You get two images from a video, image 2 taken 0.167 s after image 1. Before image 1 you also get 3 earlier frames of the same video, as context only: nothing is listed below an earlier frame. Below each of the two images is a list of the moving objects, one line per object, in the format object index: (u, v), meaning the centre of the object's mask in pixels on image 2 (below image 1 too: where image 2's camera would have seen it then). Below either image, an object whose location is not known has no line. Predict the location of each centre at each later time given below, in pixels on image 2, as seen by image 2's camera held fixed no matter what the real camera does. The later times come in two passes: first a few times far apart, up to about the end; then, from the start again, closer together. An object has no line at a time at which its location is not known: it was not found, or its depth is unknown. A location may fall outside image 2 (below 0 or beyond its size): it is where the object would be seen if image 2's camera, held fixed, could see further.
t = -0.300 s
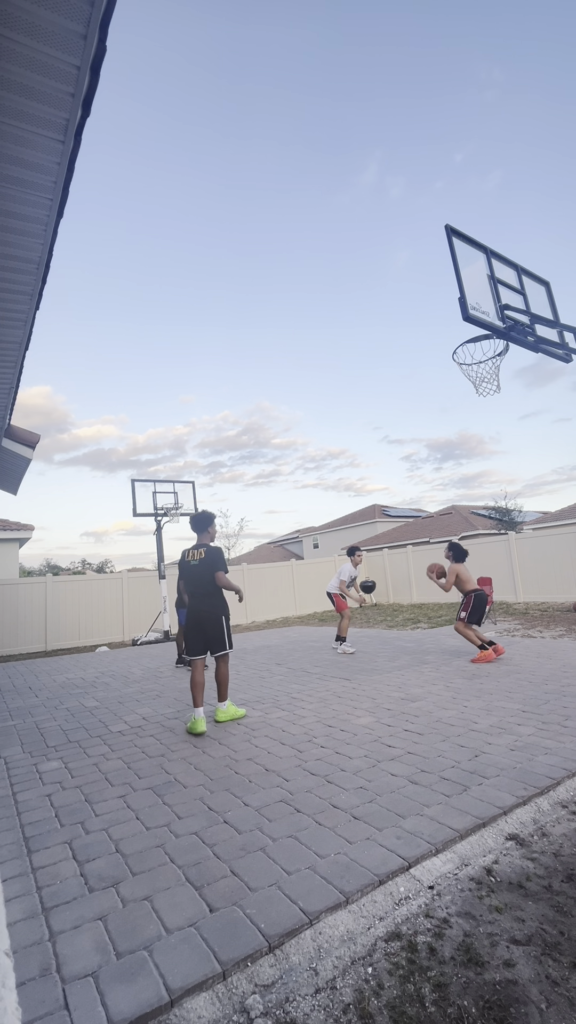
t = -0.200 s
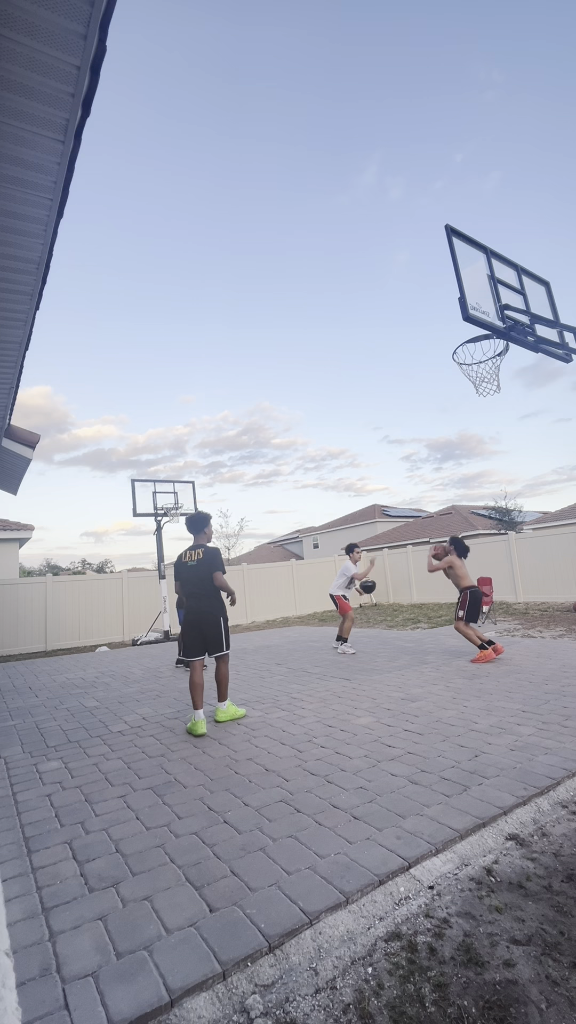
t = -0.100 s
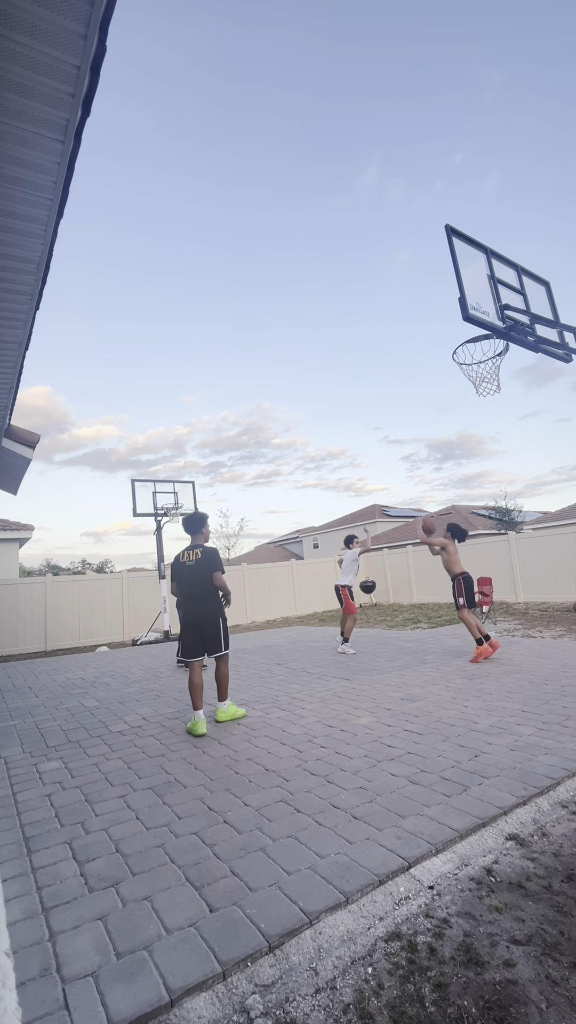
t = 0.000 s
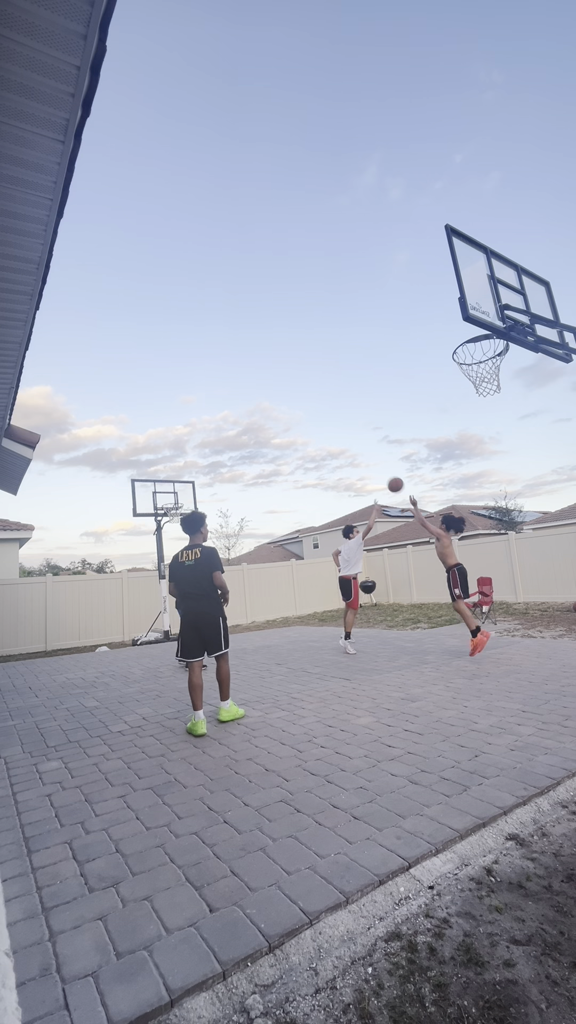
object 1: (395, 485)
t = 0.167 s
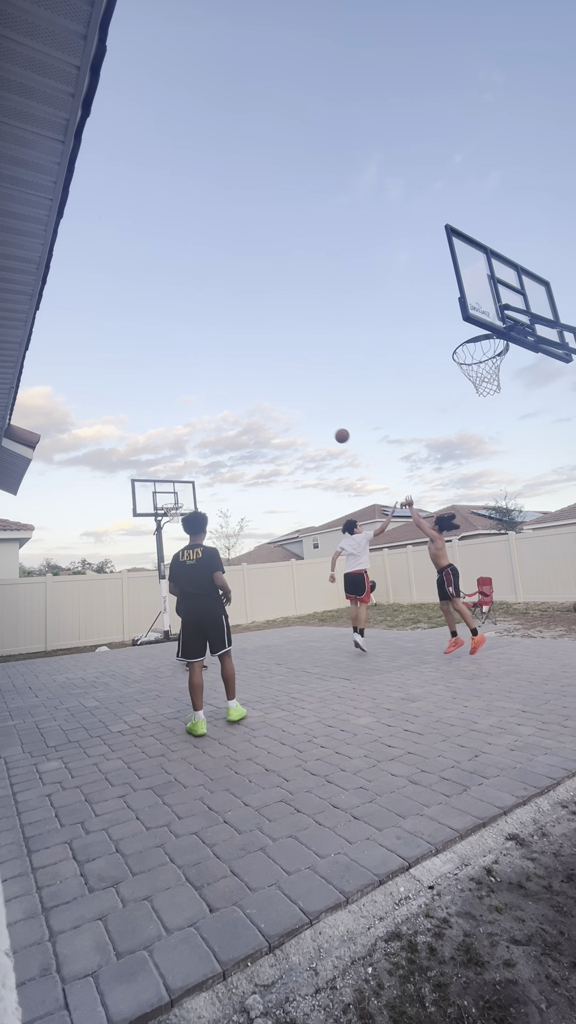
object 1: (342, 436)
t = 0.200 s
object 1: (332, 429)
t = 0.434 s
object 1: (277, 404)
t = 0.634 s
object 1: (240, 407)
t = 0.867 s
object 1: (204, 432)
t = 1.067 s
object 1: (178, 469)
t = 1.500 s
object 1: (140, 476)
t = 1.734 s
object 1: (121, 477)
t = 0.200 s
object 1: (332, 429)
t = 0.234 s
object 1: (324, 423)
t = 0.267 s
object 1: (315, 418)
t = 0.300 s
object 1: (307, 414)
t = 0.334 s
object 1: (299, 410)
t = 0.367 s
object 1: (292, 408)
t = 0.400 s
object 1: (284, 405)
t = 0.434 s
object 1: (277, 404)
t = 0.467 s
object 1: (270, 403)
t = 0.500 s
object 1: (264, 403)
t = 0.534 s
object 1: (258, 403)
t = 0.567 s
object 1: (251, 404)
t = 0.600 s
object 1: (245, 405)
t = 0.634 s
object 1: (240, 407)
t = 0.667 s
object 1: (234, 409)
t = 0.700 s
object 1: (229, 412)
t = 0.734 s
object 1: (224, 415)
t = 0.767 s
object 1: (218, 418)
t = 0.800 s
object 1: (213, 423)
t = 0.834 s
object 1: (209, 427)
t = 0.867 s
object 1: (204, 432)
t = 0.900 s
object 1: (199, 437)
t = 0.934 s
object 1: (195, 443)
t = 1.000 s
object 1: (186, 455)
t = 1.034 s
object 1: (182, 462)
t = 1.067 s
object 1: (178, 469)
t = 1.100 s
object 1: (174, 476)
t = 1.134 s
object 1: (170, 484)
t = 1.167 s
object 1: (166, 492)
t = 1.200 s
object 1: (163, 500)
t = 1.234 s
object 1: (161, 503)
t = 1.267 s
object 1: (158, 498)
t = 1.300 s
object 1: (156, 494)
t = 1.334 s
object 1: (153, 489)
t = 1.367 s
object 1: (151, 486)
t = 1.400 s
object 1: (148, 482)
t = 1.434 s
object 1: (145, 480)
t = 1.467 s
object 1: (143, 477)
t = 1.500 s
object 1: (140, 476)
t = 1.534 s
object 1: (137, 475)
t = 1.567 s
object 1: (135, 474)
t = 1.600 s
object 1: (132, 473)
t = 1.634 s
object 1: (129, 473)
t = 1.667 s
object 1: (126, 474)
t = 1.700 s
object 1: (123, 475)
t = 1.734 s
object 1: (121, 477)
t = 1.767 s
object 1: (118, 479)
